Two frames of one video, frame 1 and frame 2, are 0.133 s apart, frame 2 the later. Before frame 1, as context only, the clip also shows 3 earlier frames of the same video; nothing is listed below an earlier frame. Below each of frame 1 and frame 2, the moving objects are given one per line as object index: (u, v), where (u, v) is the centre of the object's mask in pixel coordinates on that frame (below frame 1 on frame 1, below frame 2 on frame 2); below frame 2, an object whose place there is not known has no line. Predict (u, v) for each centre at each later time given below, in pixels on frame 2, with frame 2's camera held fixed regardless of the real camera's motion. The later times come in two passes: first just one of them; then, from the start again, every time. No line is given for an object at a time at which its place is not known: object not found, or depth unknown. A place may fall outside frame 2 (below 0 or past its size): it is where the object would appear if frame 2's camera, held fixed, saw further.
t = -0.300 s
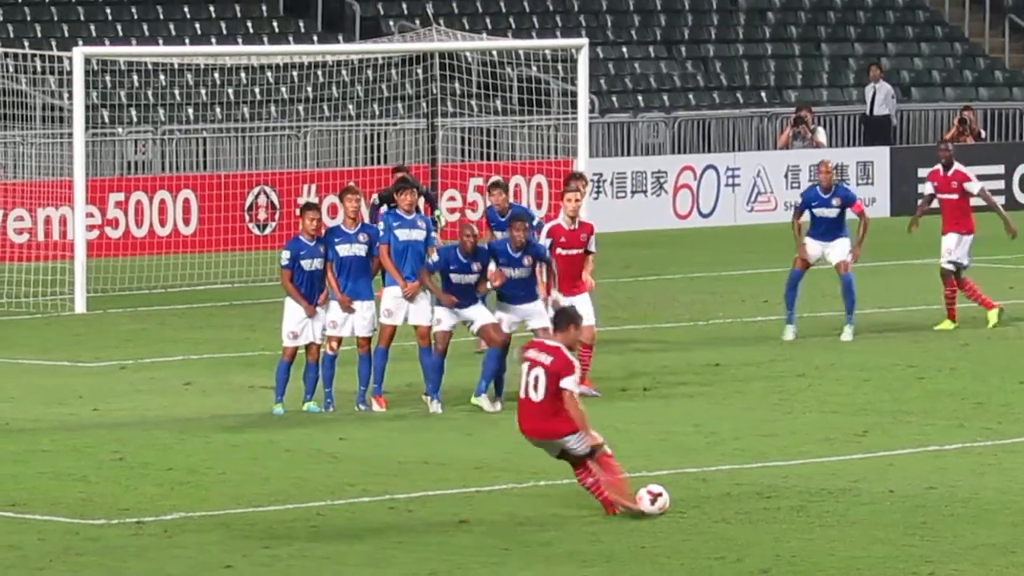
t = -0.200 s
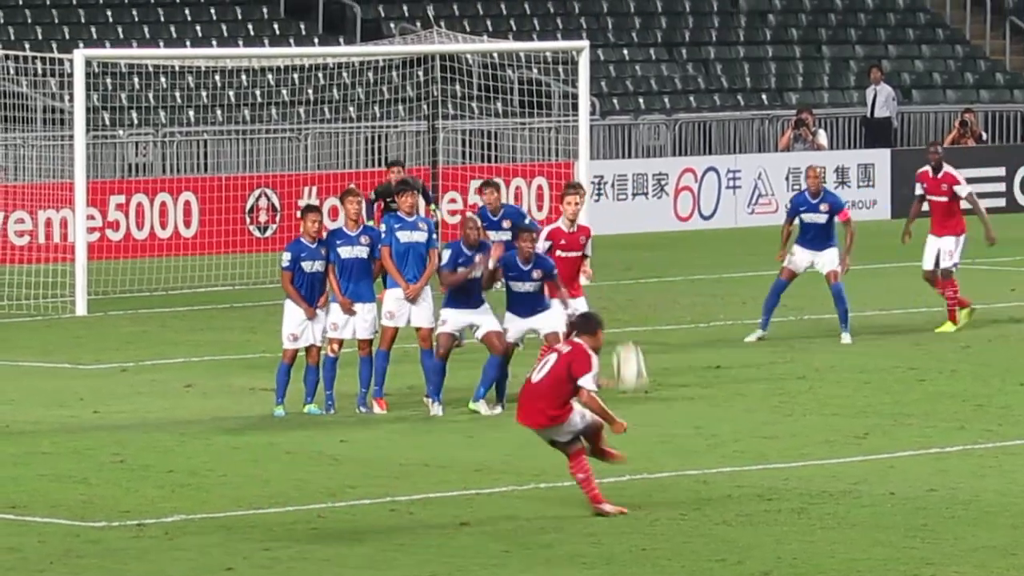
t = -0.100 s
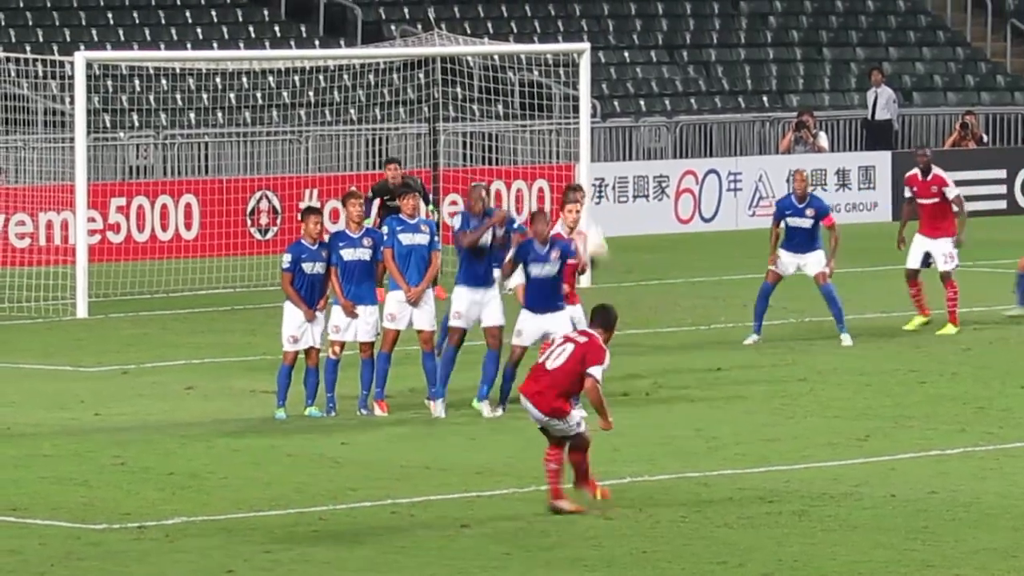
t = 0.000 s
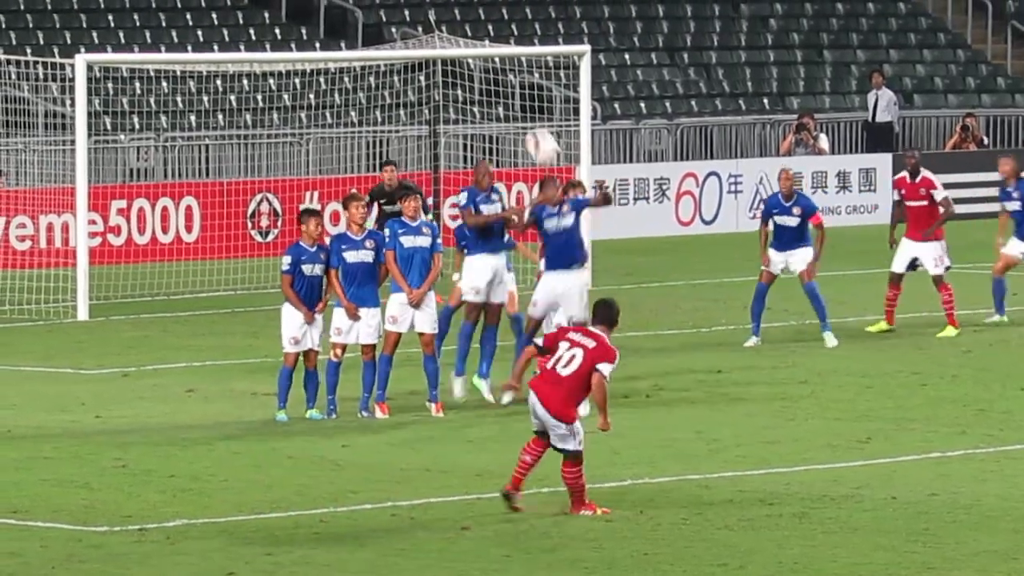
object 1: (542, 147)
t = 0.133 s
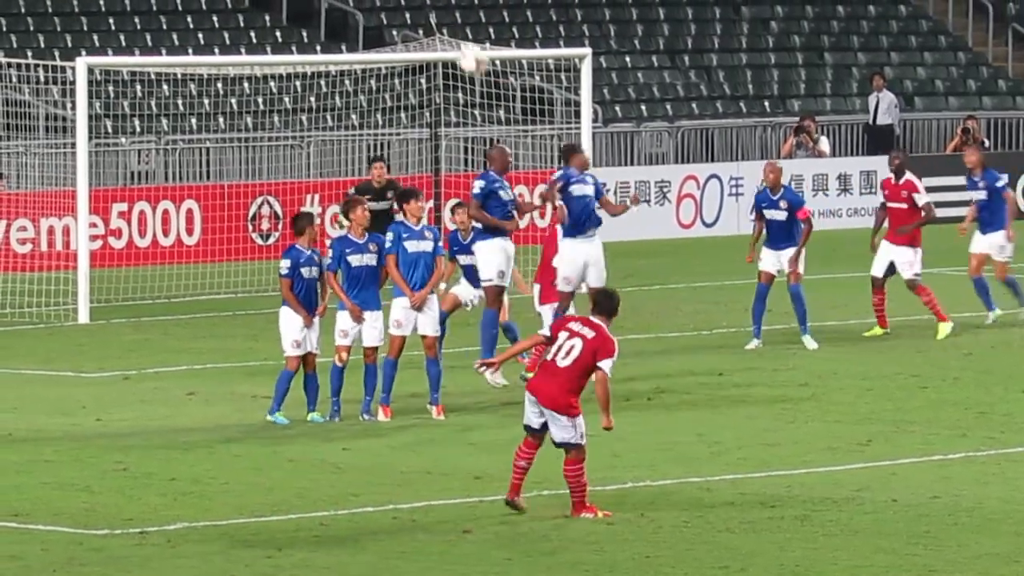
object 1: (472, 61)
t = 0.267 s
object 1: (393, 6)
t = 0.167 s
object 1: (452, 40)
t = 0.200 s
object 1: (432, 26)
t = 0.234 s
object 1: (414, 13)
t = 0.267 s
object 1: (393, 6)
